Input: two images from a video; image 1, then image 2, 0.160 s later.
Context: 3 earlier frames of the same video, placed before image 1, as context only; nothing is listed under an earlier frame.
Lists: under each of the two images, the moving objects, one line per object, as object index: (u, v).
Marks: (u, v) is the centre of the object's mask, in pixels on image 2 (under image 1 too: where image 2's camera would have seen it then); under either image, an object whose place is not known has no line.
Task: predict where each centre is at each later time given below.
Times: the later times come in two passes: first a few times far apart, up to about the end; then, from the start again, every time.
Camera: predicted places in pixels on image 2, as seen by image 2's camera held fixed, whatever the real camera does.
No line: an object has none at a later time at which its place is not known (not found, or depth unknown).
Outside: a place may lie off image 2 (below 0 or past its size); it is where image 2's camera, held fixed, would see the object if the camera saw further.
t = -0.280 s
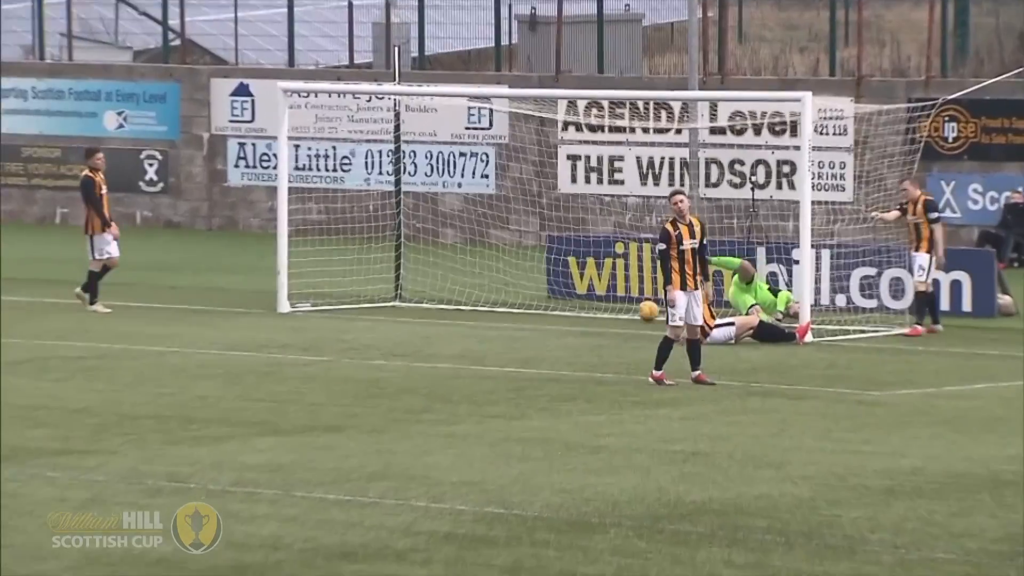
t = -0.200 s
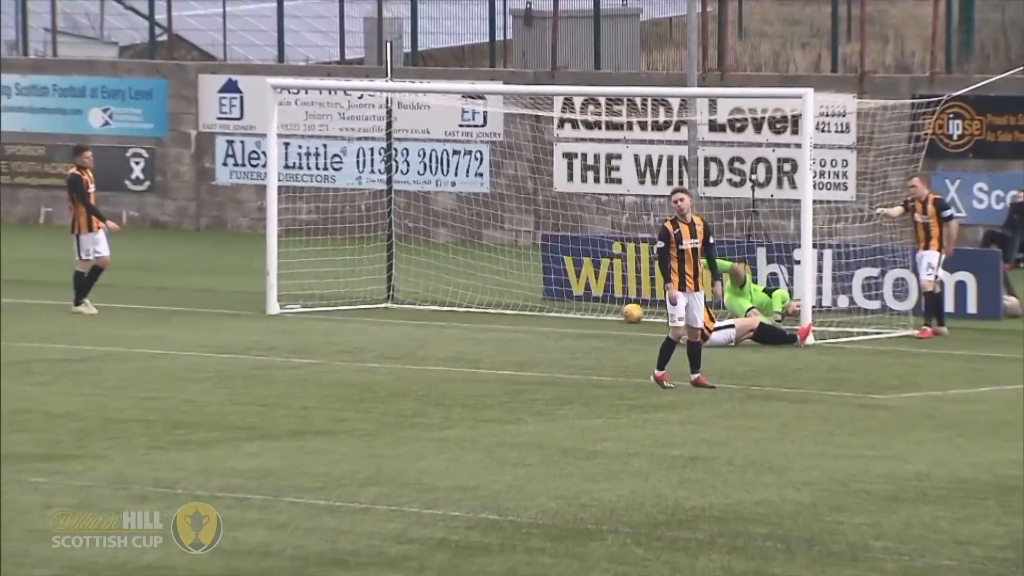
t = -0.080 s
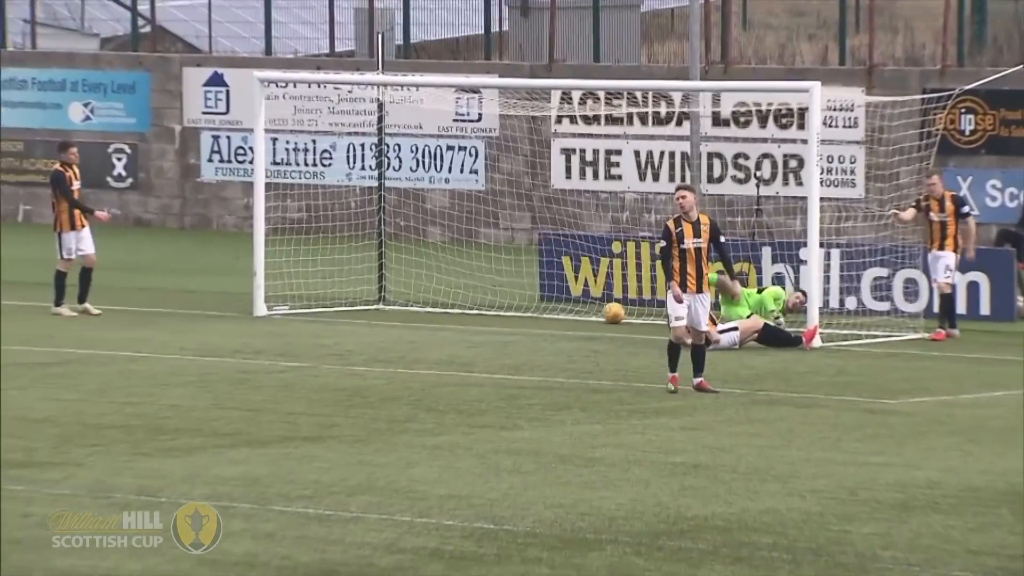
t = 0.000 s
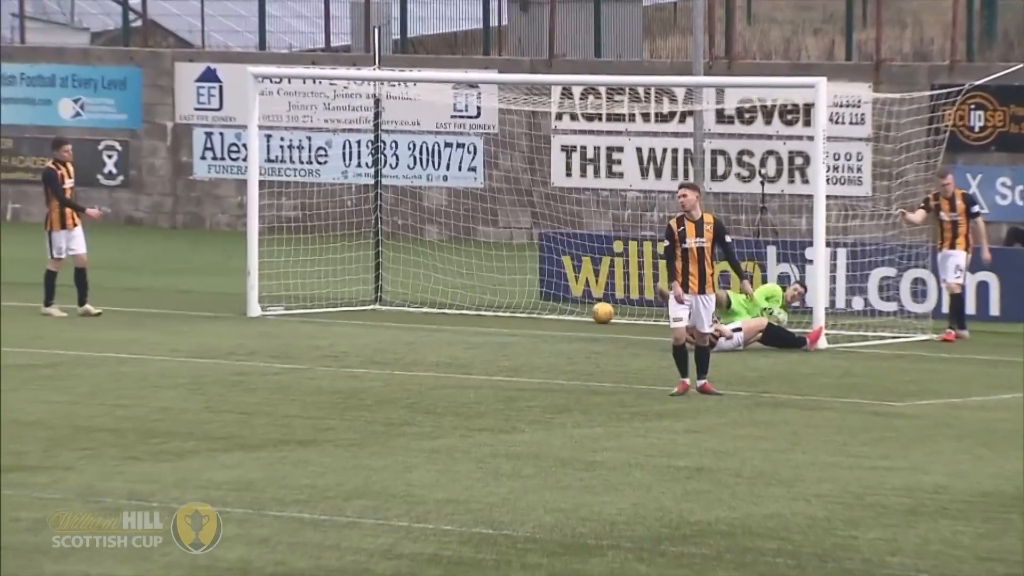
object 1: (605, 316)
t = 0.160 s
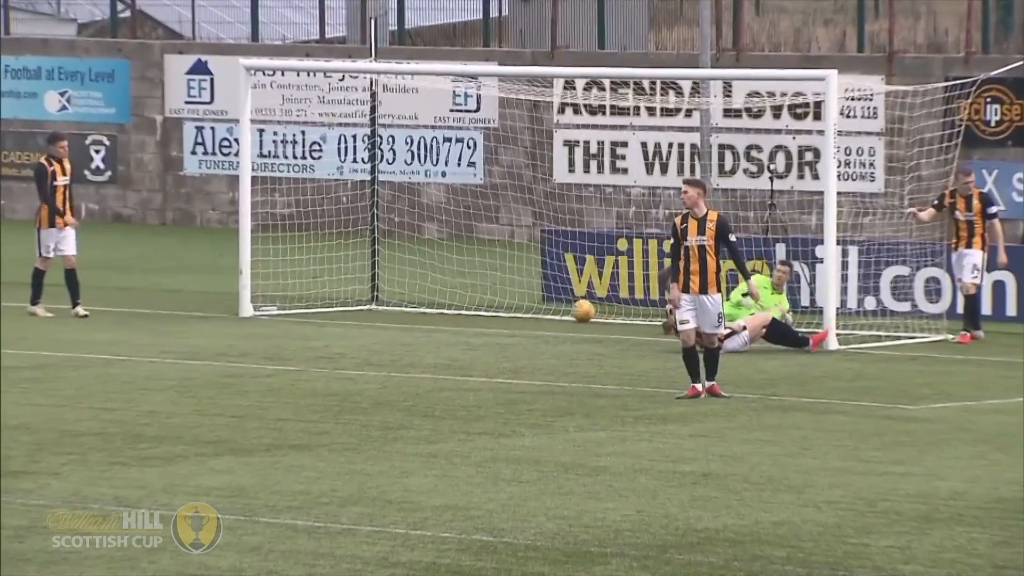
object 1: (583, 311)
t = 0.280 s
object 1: (568, 309)
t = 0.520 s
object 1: (534, 305)
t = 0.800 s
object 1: (485, 305)
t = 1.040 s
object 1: (447, 303)
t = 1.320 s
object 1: (408, 303)
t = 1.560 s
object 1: (376, 300)
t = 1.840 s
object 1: (363, 294)
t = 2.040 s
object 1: (361, 300)
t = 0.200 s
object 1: (578, 310)
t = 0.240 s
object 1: (573, 310)
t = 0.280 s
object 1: (568, 309)
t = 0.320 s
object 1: (563, 309)
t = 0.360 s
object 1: (557, 308)
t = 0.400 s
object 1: (552, 307)
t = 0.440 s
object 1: (546, 306)
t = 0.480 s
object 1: (539, 306)
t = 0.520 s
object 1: (534, 305)
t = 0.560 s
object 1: (527, 305)
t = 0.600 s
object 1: (520, 306)
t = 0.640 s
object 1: (513, 307)
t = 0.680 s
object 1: (506, 307)
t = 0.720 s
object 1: (499, 306)
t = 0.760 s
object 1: (491, 305)
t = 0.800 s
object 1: (485, 305)
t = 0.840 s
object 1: (479, 306)
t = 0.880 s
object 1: (473, 305)
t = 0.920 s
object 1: (467, 304)
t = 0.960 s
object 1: (460, 305)
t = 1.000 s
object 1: (455, 304)
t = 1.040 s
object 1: (447, 303)
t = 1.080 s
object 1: (440, 303)
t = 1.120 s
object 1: (434, 303)
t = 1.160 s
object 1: (429, 303)
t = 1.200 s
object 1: (423, 303)
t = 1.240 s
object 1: (418, 302)
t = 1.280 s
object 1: (412, 302)
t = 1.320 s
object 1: (408, 303)
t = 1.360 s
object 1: (402, 302)
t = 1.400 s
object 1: (397, 301)
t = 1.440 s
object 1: (392, 300)
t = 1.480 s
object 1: (386, 301)
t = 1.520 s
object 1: (382, 301)
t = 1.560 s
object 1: (376, 300)
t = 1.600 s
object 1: (372, 300)
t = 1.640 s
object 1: (367, 300)
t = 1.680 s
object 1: (365, 299)
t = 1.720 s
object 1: (365, 295)
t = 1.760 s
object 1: (365, 293)
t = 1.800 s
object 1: (363, 293)
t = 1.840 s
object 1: (363, 294)
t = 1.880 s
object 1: (363, 296)
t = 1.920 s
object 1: (363, 300)
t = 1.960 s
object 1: (363, 300)
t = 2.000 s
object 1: (362, 300)
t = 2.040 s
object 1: (361, 300)
